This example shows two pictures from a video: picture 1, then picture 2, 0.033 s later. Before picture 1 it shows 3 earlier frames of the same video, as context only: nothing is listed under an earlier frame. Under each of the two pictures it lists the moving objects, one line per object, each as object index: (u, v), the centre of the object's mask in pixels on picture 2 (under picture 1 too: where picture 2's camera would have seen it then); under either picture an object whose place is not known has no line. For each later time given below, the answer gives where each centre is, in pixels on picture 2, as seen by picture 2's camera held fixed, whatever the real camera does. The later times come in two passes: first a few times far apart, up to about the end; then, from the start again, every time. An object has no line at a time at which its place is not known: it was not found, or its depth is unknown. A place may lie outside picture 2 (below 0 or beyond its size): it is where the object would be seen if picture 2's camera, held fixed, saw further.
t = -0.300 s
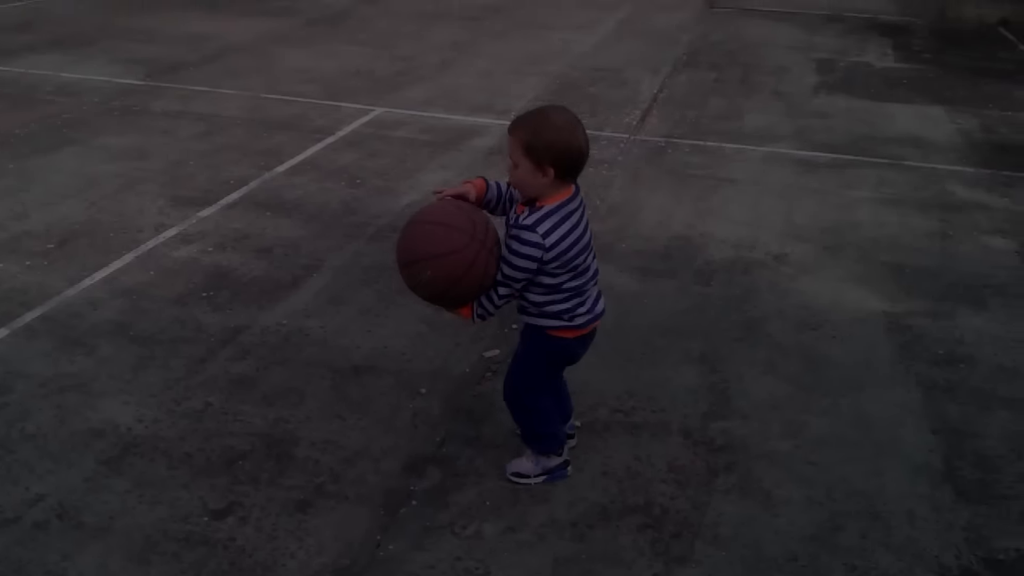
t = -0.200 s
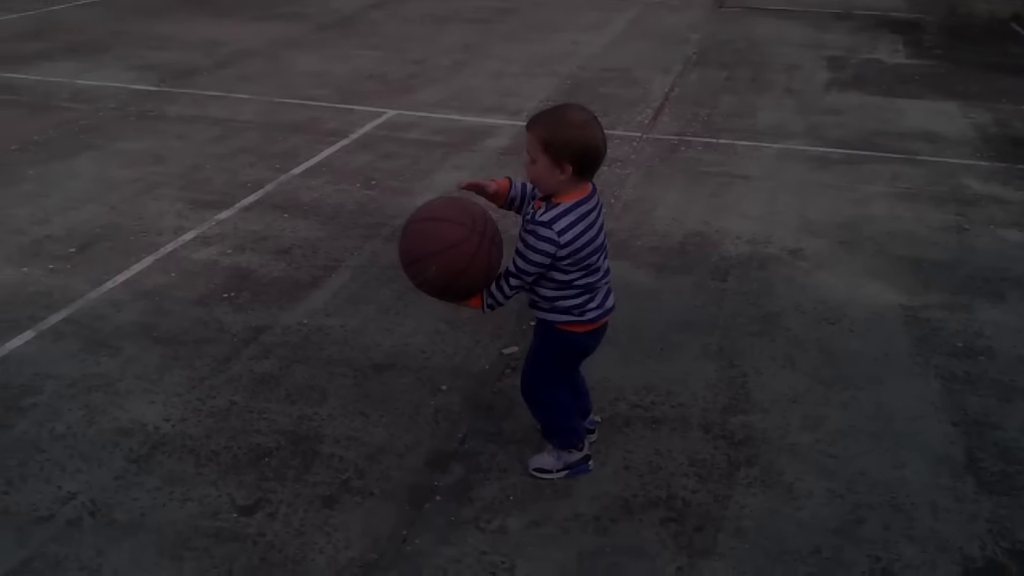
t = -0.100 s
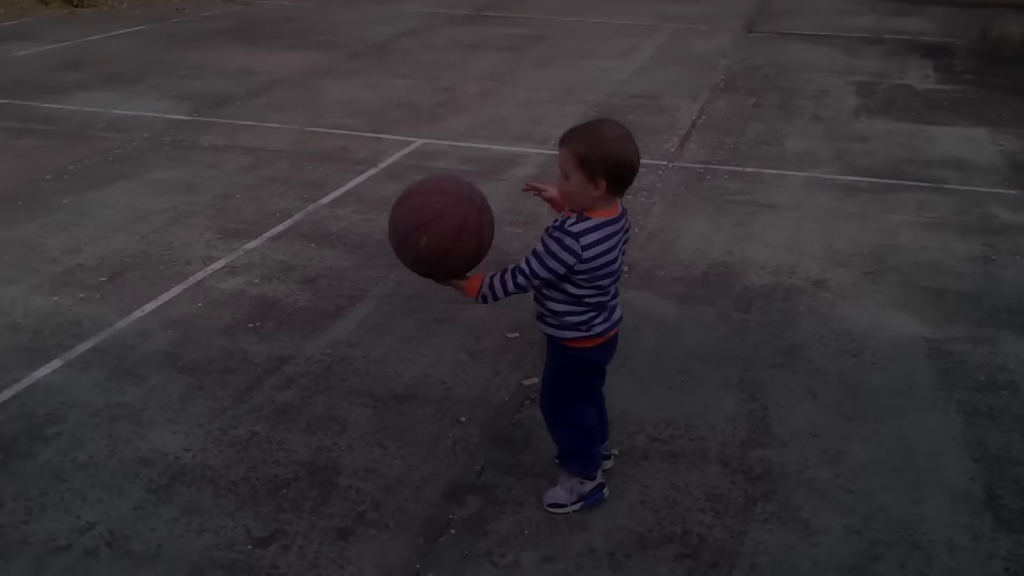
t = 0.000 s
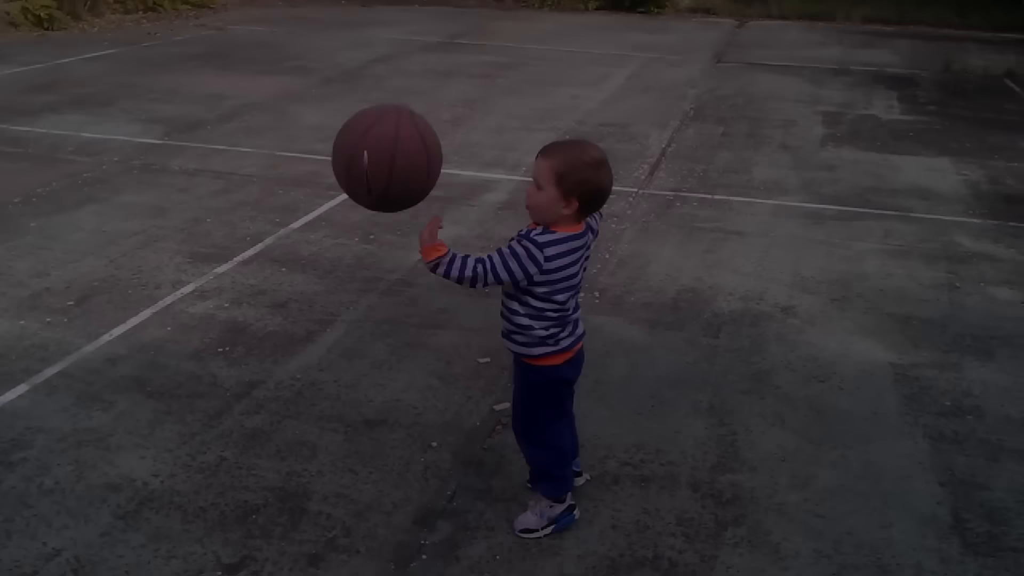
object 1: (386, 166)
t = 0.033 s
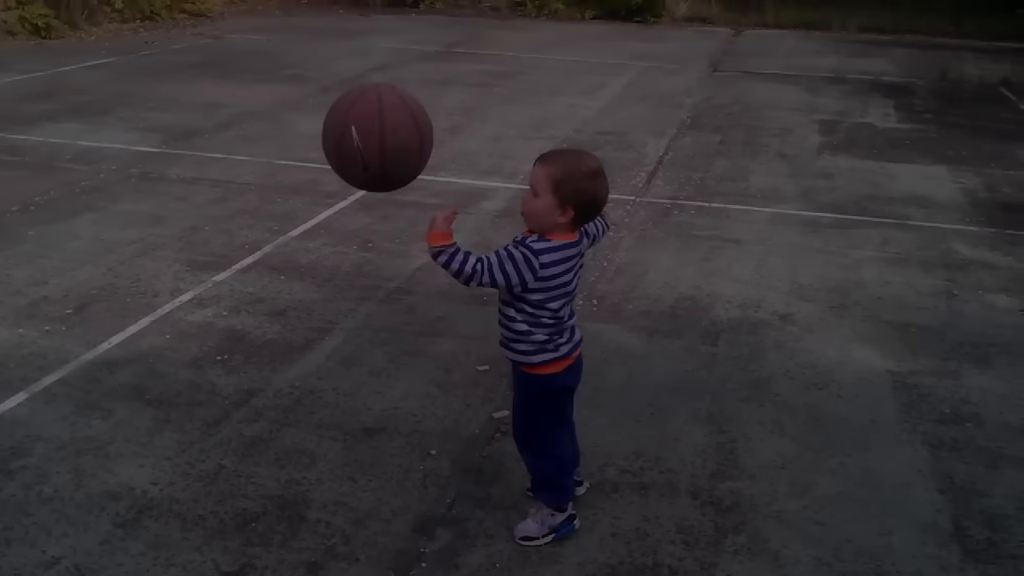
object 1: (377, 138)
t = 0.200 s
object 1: (341, 67)
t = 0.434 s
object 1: (303, 180)
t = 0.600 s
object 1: (289, 399)
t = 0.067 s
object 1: (370, 115)
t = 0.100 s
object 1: (362, 96)
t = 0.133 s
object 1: (355, 81)
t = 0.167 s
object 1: (348, 72)
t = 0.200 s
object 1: (341, 67)
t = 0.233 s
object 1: (332, 68)
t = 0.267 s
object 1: (324, 73)
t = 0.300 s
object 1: (318, 83)
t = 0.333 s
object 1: (318, 101)
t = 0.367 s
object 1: (312, 119)
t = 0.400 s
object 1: (308, 149)
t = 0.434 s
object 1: (303, 180)
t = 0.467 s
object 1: (300, 217)
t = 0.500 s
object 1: (297, 258)
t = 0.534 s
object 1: (294, 301)
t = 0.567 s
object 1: (292, 349)
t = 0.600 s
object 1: (289, 399)
